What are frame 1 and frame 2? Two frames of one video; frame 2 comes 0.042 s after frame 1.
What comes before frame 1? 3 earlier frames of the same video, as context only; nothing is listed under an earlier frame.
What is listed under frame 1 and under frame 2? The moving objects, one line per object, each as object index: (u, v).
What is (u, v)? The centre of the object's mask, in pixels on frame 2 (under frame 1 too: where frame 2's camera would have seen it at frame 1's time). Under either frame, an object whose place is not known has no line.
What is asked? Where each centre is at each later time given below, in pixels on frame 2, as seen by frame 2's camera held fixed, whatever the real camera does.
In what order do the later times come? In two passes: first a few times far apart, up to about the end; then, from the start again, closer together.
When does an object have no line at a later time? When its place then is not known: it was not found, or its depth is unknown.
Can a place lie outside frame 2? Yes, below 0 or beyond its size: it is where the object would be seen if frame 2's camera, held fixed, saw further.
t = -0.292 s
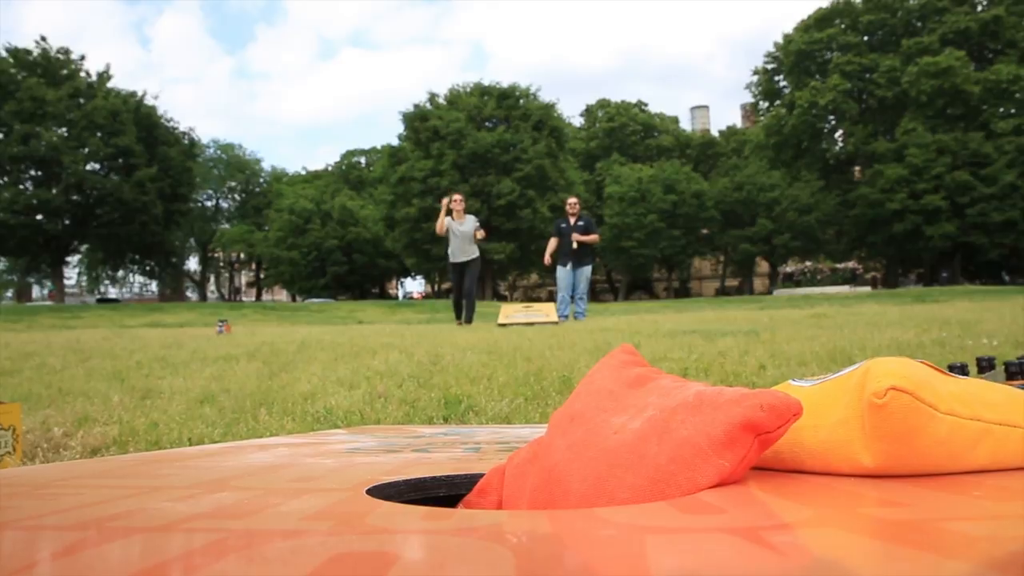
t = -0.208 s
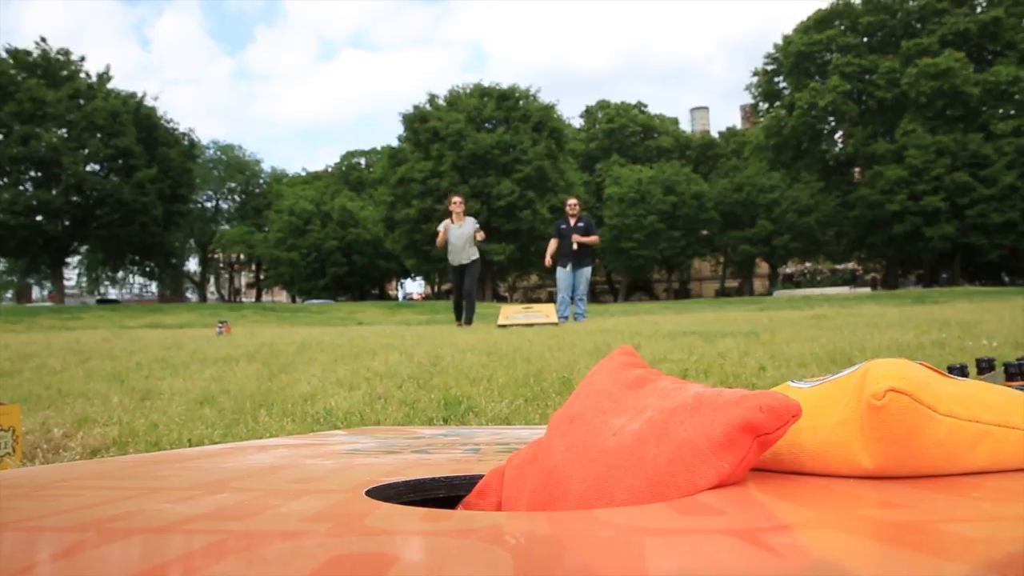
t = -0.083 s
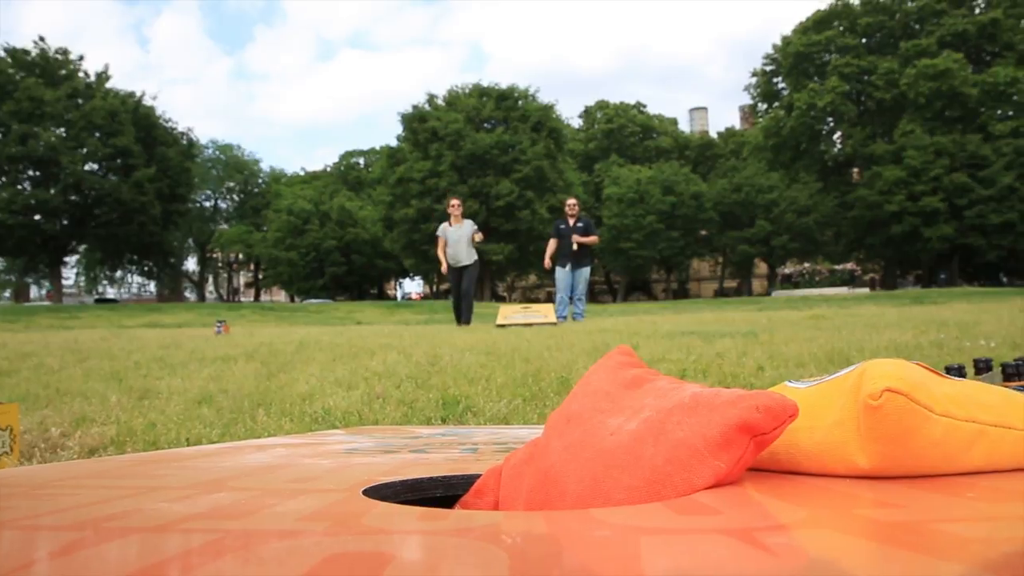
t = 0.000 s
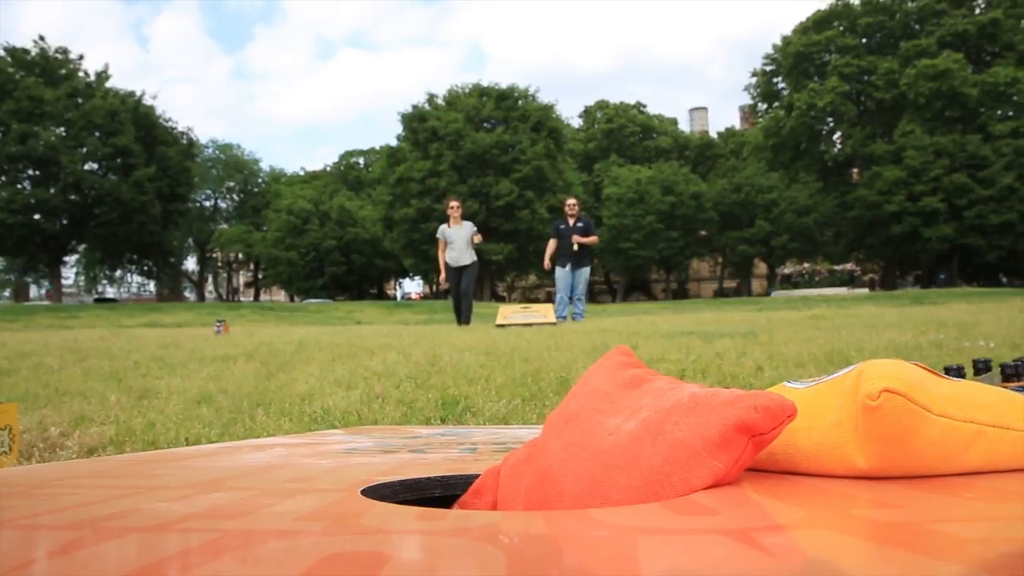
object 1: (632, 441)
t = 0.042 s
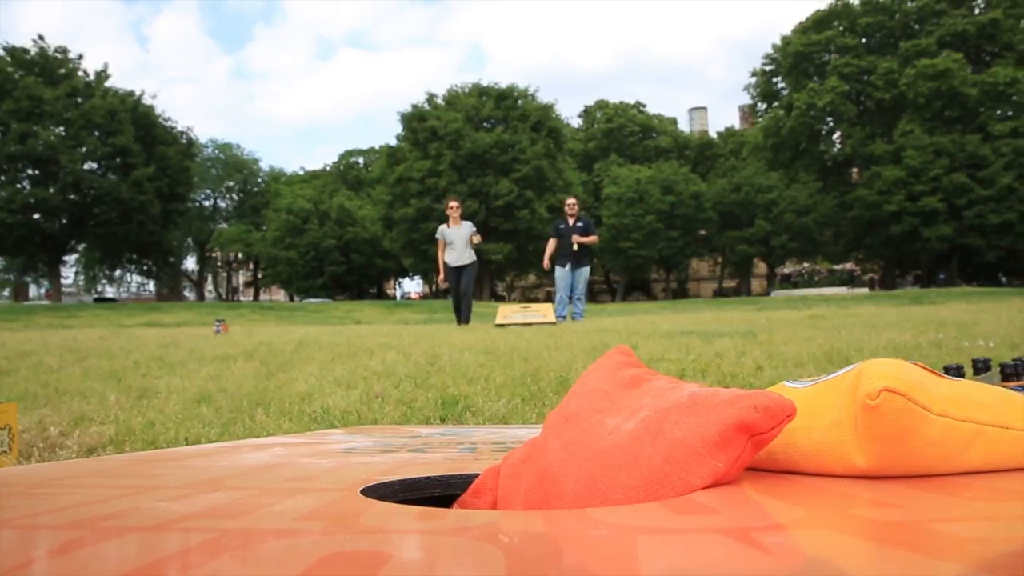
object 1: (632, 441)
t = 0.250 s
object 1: (633, 442)
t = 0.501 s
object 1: (632, 444)
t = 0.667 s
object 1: (637, 455)
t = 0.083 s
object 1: (632, 442)
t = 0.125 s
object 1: (632, 442)
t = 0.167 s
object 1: (632, 442)
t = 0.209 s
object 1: (632, 442)
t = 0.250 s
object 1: (633, 442)
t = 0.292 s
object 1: (635, 440)
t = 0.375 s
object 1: (632, 444)
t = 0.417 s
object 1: (631, 443)
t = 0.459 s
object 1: (631, 444)
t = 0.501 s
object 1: (632, 444)
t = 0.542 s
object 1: (634, 445)
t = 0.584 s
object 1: (641, 445)
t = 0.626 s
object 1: (644, 447)
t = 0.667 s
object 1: (637, 455)
